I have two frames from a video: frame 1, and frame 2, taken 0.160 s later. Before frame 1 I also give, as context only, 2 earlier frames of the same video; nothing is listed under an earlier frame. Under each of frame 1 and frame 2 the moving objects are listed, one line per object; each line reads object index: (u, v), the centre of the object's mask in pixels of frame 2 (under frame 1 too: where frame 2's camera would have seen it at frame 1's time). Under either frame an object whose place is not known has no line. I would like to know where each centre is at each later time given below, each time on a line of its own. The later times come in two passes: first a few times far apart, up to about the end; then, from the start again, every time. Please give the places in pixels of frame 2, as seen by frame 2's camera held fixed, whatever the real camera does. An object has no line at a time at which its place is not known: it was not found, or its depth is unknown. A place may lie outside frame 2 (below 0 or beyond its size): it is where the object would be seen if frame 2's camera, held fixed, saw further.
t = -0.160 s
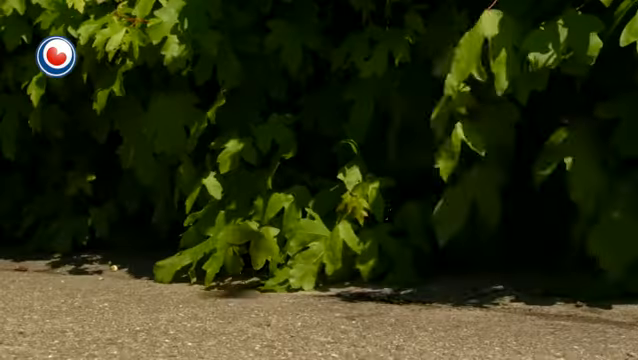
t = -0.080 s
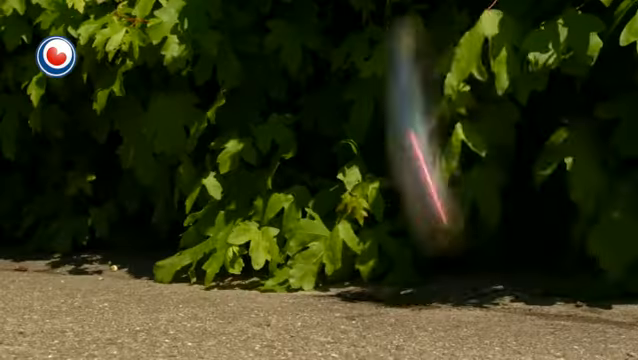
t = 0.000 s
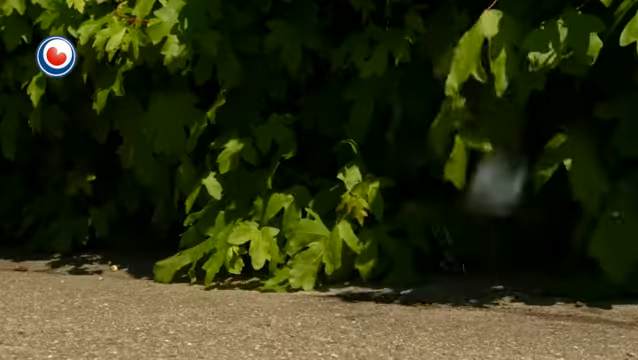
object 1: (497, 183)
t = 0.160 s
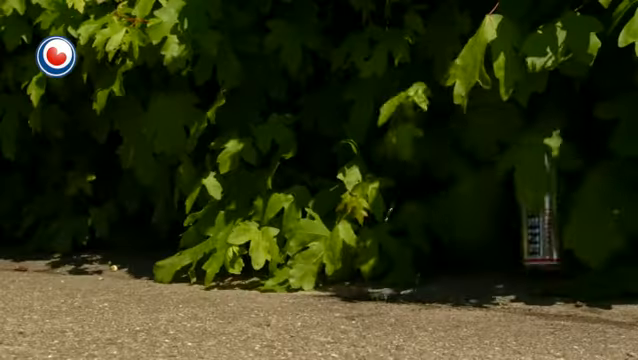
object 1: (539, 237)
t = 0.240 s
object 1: (532, 248)
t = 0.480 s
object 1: (516, 195)
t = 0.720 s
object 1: (515, 281)
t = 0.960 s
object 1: (502, 284)
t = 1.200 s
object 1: (504, 285)
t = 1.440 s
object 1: (517, 284)
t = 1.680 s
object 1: (512, 284)
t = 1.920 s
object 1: (507, 285)
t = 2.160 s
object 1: (512, 284)
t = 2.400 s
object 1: (507, 284)
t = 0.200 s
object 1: (538, 234)
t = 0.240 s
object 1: (532, 248)
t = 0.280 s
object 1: (533, 252)
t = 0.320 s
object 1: (529, 222)
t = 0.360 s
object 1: (526, 210)
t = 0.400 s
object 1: (525, 198)
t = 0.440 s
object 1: (523, 200)
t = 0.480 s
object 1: (516, 195)
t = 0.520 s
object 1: (512, 232)
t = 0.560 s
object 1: (511, 275)
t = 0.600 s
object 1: (512, 264)
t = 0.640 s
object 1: (512, 259)
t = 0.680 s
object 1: (515, 274)
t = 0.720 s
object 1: (515, 281)
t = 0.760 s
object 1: (512, 280)
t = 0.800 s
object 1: (510, 283)
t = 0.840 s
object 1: (507, 284)
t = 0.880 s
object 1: (505, 285)
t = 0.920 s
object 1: (503, 284)
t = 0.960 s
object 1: (502, 284)
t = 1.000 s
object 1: (502, 284)
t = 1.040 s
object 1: (501, 284)
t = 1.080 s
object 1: (501, 284)
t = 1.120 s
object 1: (502, 284)
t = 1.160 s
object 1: (503, 284)
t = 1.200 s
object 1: (504, 285)
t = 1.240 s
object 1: (506, 285)
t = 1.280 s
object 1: (509, 285)
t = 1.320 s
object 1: (512, 284)
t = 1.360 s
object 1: (514, 284)
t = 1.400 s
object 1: (515, 284)
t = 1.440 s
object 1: (517, 284)
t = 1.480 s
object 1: (518, 284)
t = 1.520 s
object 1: (518, 284)
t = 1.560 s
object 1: (516, 284)
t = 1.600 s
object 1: (515, 284)
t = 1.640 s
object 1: (514, 284)
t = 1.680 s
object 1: (512, 284)
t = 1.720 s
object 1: (510, 284)
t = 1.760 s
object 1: (508, 285)
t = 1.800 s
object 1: (507, 284)
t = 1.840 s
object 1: (505, 284)
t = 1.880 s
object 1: (506, 284)
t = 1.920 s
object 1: (507, 285)
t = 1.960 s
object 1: (509, 284)
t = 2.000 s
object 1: (510, 284)
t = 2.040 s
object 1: (512, 284)
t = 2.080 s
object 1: (513, 284)
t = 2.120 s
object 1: (513, 284)
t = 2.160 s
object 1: (512, 284)
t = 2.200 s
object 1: (511, 284)
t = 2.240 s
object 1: (509, 285)
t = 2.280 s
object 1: (508, 284)
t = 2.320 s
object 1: (507, 284)
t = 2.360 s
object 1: (506, 285)
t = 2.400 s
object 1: (507, 284)
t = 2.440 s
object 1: (508, 284)
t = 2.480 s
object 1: (509, 285)
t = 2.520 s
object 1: (510, 285)
